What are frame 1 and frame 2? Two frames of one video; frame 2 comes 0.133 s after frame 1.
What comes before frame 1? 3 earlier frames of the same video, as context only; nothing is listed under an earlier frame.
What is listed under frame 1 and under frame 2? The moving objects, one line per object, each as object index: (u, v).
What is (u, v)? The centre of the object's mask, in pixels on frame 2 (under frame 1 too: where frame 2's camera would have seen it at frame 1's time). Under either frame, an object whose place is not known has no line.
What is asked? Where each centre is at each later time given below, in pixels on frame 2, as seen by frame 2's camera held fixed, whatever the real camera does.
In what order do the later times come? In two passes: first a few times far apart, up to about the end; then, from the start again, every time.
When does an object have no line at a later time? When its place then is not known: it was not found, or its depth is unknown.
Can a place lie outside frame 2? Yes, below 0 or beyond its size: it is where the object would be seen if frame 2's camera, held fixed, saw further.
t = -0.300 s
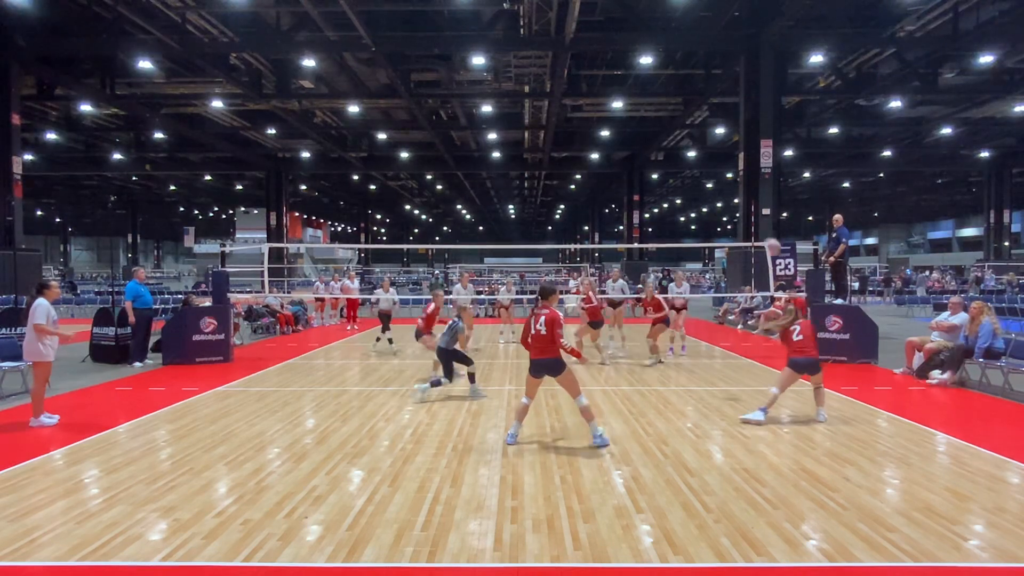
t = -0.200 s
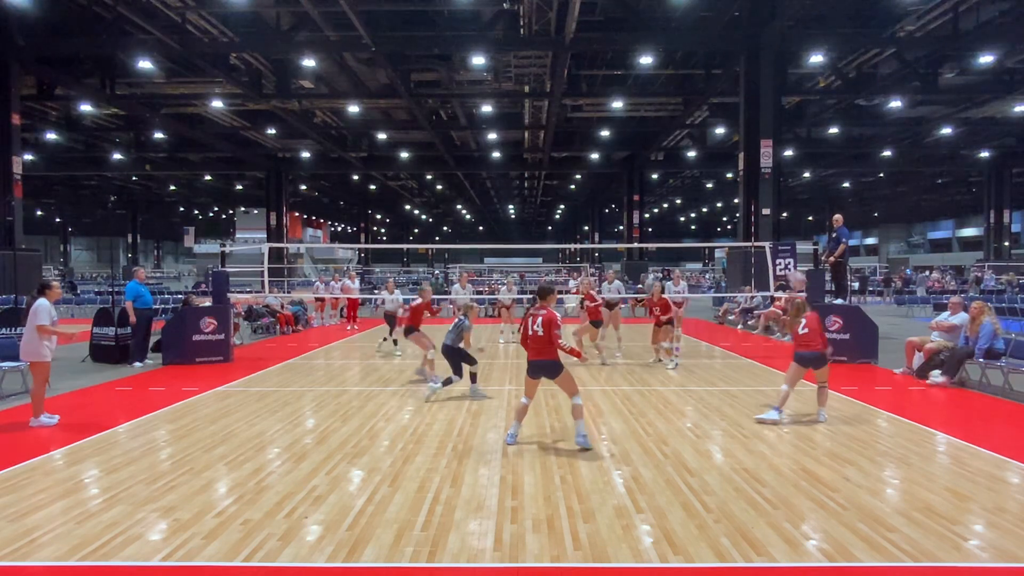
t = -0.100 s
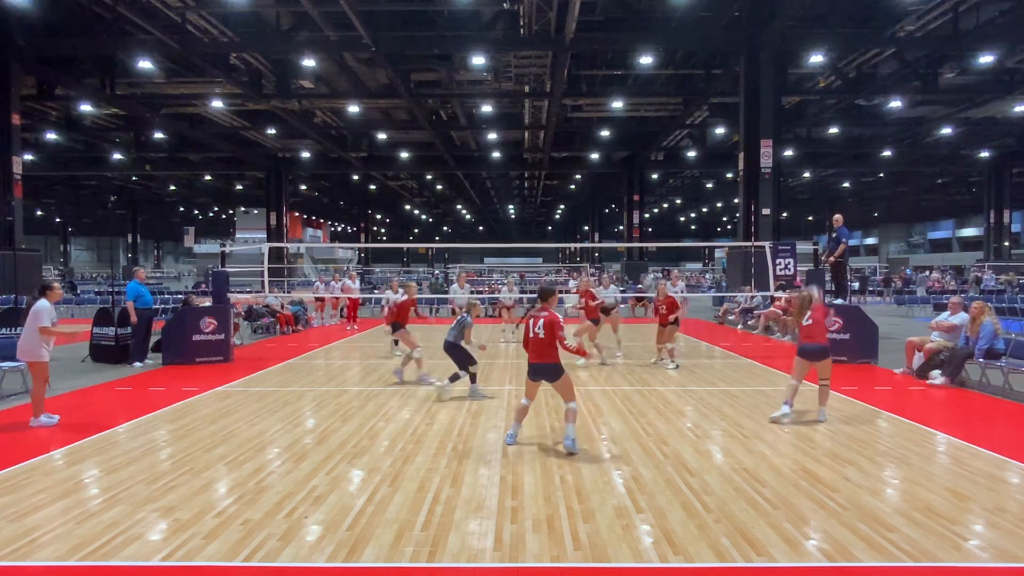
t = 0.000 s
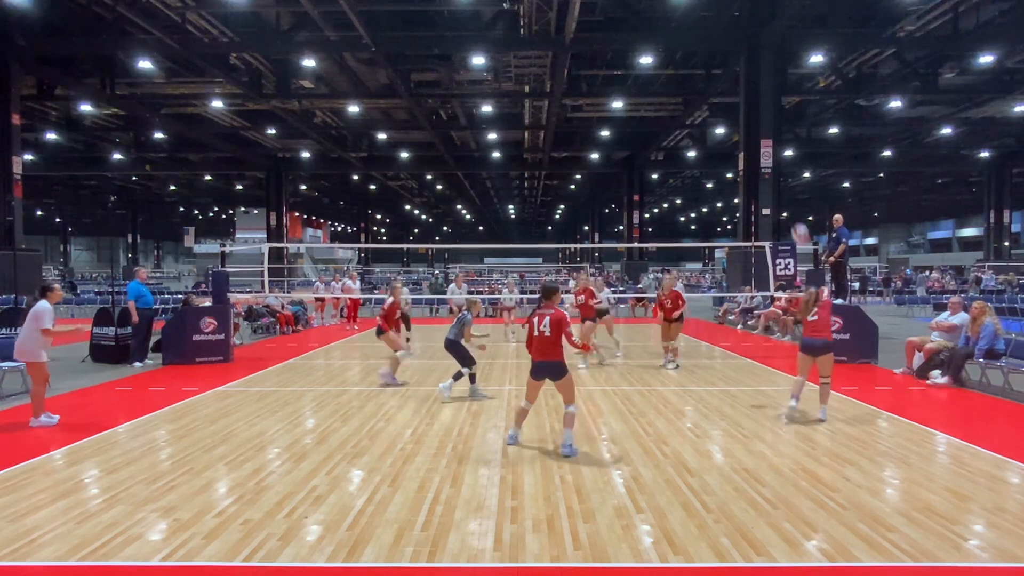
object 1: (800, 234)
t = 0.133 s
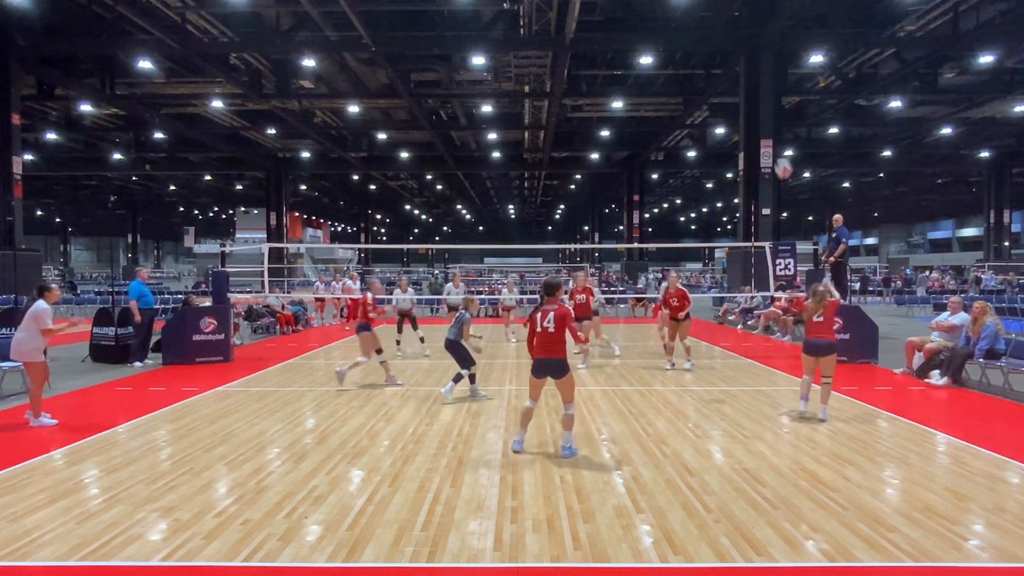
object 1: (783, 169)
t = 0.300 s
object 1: (763, 111)
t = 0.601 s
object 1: (732, 64)
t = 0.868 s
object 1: (707, 74)
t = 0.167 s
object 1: (779, 156)
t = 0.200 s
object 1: (775, 142)
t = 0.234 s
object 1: (771, 130)
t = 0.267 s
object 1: (767, 120)
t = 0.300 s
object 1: (763, 111)
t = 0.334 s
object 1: (760, 102)
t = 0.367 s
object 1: (756, 94)
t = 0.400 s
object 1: (752, 87)
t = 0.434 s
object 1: (748, 82)
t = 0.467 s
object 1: (745, 76)
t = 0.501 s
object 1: (741, 72)
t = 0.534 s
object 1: (738, 69)
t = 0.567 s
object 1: (735, 66)
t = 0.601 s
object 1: (732, 64)
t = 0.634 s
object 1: (729, 63)
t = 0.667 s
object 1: (725, 62)
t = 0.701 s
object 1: (722, 63)
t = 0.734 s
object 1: (719, 64)
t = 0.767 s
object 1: (716, 65)
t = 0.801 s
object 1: (713, 68)
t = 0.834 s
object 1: (710, 71)
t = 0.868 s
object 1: (707, 74)
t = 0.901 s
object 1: (704, 79)
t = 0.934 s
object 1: (701, 84)
